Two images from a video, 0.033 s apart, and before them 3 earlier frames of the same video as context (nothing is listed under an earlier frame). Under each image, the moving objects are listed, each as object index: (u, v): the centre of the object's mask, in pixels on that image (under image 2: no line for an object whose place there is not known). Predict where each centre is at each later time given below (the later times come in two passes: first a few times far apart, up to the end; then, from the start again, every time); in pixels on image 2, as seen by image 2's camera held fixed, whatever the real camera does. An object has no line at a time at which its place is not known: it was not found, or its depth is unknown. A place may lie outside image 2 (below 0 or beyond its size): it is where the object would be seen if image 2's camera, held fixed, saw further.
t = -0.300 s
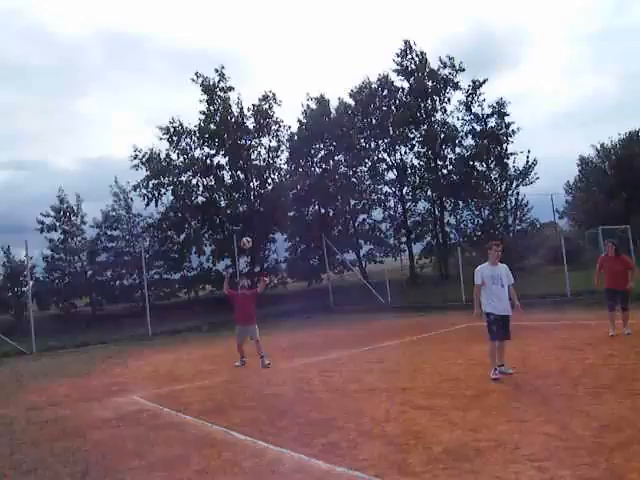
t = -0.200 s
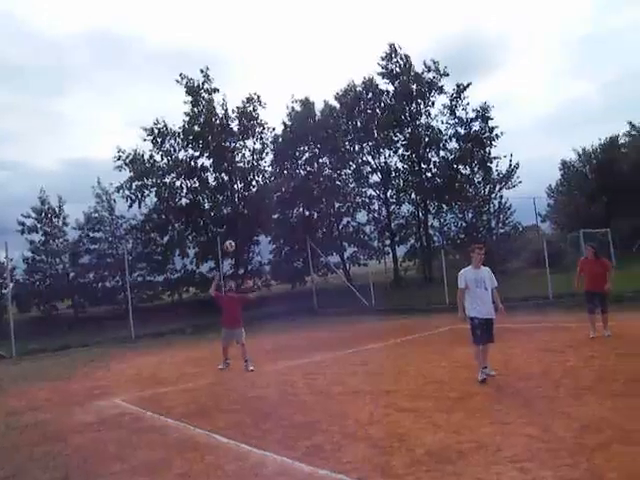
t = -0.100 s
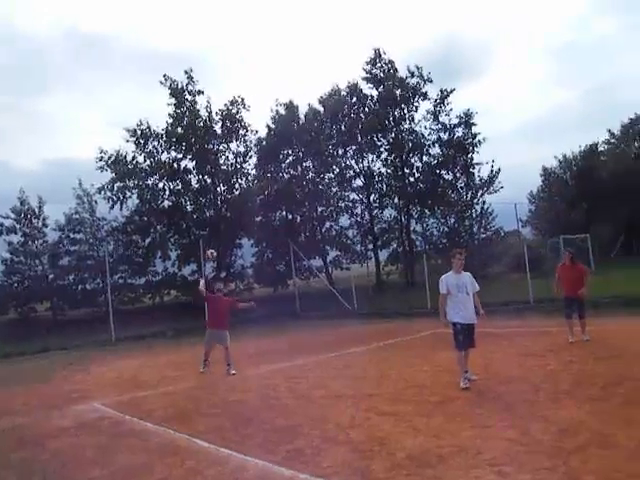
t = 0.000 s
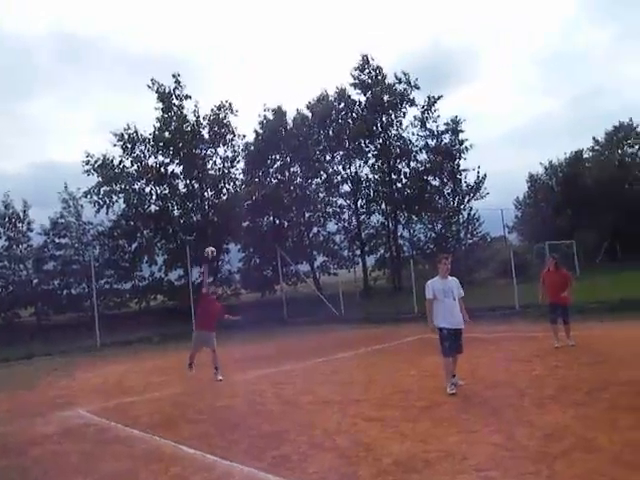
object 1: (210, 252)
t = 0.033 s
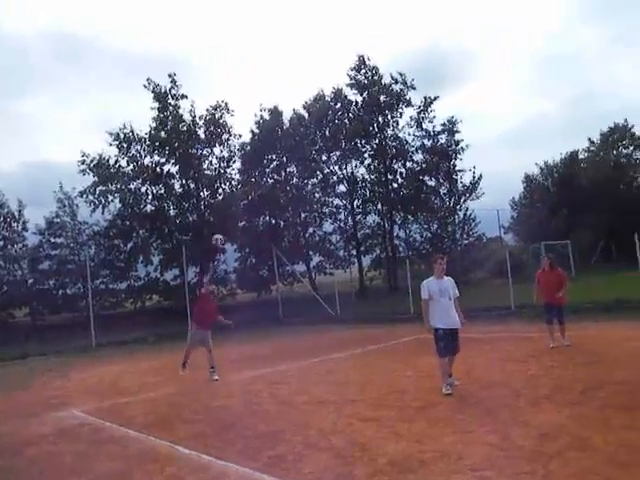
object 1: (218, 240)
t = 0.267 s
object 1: (318, 155)
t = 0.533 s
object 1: (494, 69)
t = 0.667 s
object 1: (615, 35)
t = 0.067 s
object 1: (229, 228)
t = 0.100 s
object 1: (242, 216)
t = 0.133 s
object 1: (256, 203)
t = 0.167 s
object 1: (270, 191)
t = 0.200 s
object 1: (288, 180)
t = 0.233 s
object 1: (301, 166)
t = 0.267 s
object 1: (318, 155)
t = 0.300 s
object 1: (336, 143)
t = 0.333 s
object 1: (354, 132)
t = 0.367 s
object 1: (374, 120)
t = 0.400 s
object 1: (396, 110)
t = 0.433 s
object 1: (418, 98)
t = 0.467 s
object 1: (442, 89)
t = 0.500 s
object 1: (467, 79)
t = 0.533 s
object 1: (494, 69)
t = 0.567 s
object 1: (521, 59)
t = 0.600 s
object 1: (551, 51)
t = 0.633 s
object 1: (582, 43)
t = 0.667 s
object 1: (615, 35)
